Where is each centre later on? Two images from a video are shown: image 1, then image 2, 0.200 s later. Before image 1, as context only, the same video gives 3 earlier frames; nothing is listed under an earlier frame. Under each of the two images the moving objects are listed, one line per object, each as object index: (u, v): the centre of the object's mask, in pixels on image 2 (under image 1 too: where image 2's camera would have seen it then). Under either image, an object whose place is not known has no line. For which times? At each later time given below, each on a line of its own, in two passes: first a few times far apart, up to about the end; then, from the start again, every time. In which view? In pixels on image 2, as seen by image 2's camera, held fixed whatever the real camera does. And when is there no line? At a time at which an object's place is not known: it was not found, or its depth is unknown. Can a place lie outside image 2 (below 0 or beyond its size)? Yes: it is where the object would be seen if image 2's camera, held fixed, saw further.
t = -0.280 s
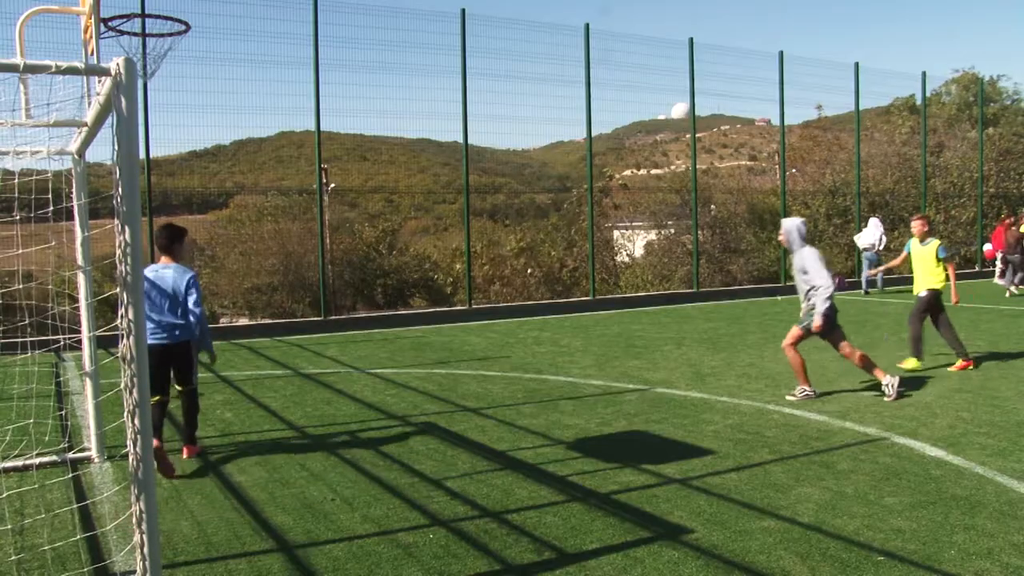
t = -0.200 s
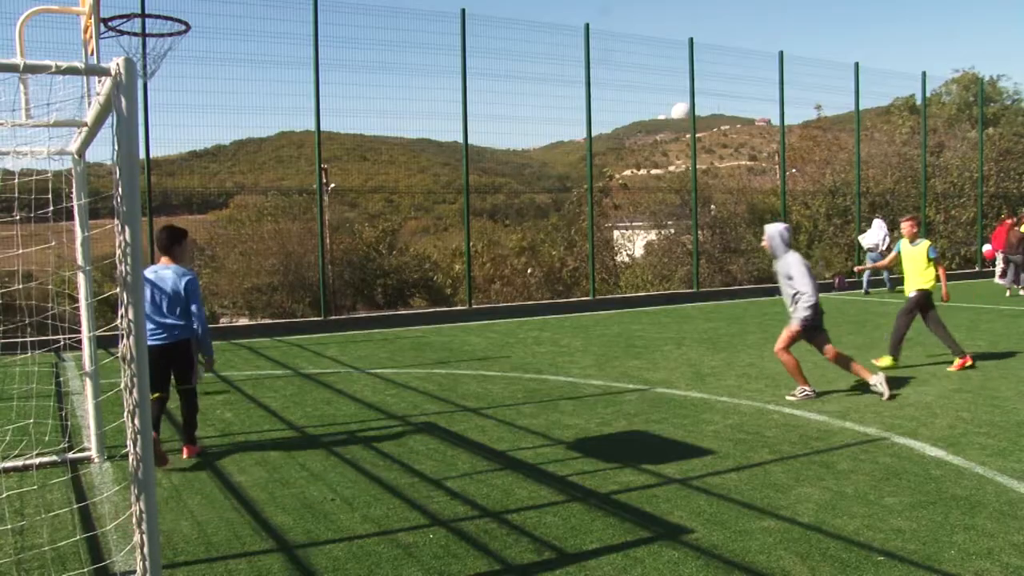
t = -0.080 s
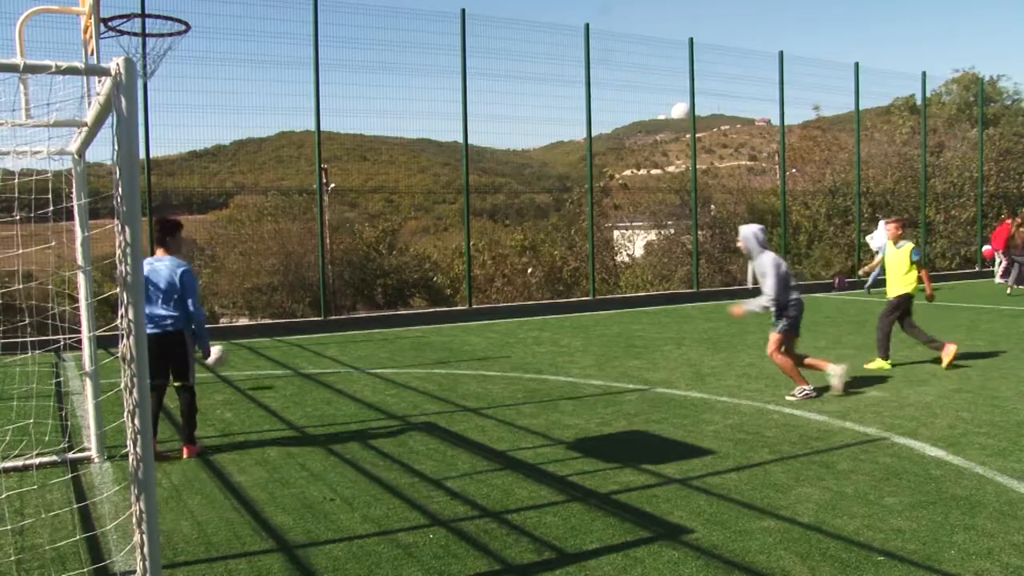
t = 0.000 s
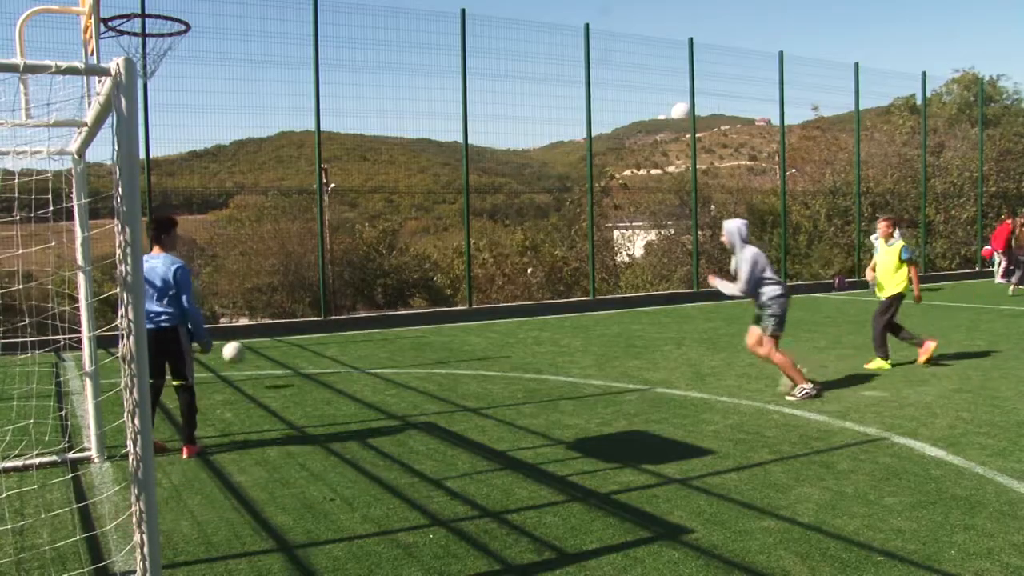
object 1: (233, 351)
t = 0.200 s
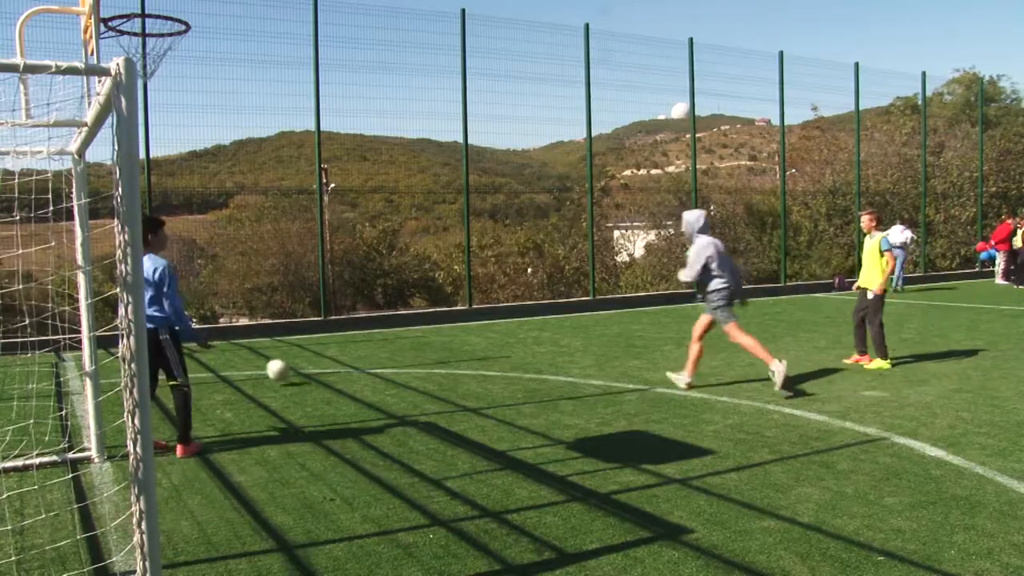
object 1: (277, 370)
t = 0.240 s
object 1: (284, 373)
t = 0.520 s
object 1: (340, 362)
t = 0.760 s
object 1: (384, 357)
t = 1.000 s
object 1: (423, 357)
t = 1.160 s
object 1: (448, 355)
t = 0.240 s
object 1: (284, 373)
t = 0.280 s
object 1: (294, 366)
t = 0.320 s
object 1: (302, 362)
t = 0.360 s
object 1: (309, 359)
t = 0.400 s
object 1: (317, 357)
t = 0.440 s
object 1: (325, 356)
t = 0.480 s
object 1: (332, 358)
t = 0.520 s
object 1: (340, 362)
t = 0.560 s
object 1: (348, 366)
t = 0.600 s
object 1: (356, 363)
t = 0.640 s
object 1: (362, 359)
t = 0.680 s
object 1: (369, 358)
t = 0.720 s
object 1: (377, 357)
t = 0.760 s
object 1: (384, 357)
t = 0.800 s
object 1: (391, 360)
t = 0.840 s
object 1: (397, 361)
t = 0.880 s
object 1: (404, 357)
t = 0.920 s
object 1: (410, 356)
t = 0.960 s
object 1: (417, 356)
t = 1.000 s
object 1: (423, 357)
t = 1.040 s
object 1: (430, 357)
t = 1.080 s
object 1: (435, 355)
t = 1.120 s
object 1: (442, 355)
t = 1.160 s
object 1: (448, 355)
